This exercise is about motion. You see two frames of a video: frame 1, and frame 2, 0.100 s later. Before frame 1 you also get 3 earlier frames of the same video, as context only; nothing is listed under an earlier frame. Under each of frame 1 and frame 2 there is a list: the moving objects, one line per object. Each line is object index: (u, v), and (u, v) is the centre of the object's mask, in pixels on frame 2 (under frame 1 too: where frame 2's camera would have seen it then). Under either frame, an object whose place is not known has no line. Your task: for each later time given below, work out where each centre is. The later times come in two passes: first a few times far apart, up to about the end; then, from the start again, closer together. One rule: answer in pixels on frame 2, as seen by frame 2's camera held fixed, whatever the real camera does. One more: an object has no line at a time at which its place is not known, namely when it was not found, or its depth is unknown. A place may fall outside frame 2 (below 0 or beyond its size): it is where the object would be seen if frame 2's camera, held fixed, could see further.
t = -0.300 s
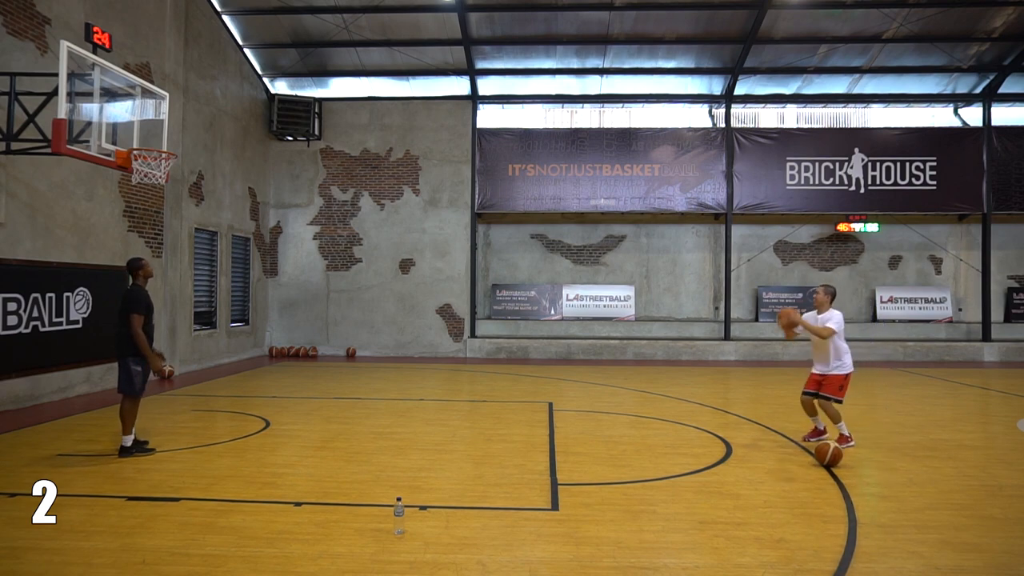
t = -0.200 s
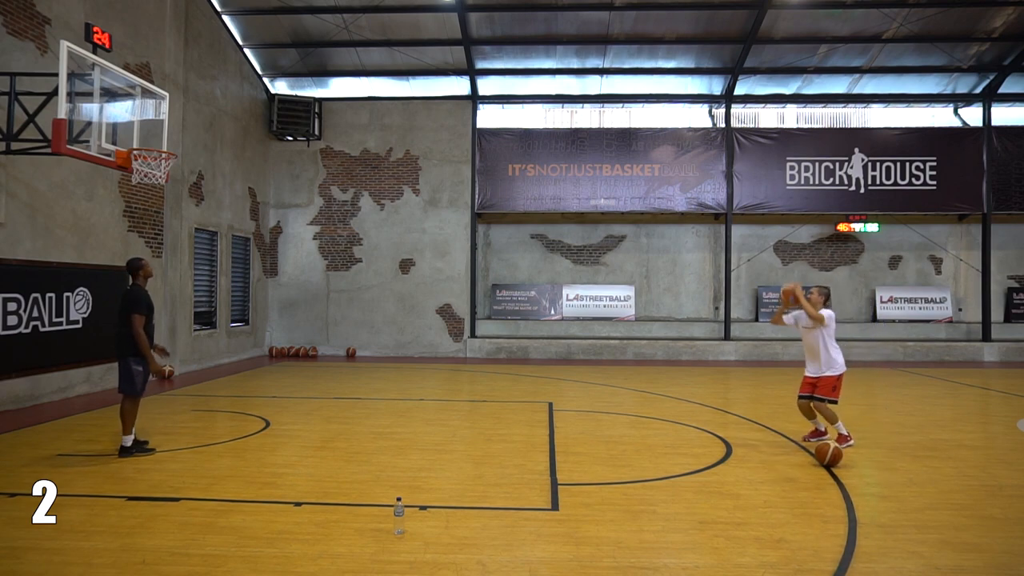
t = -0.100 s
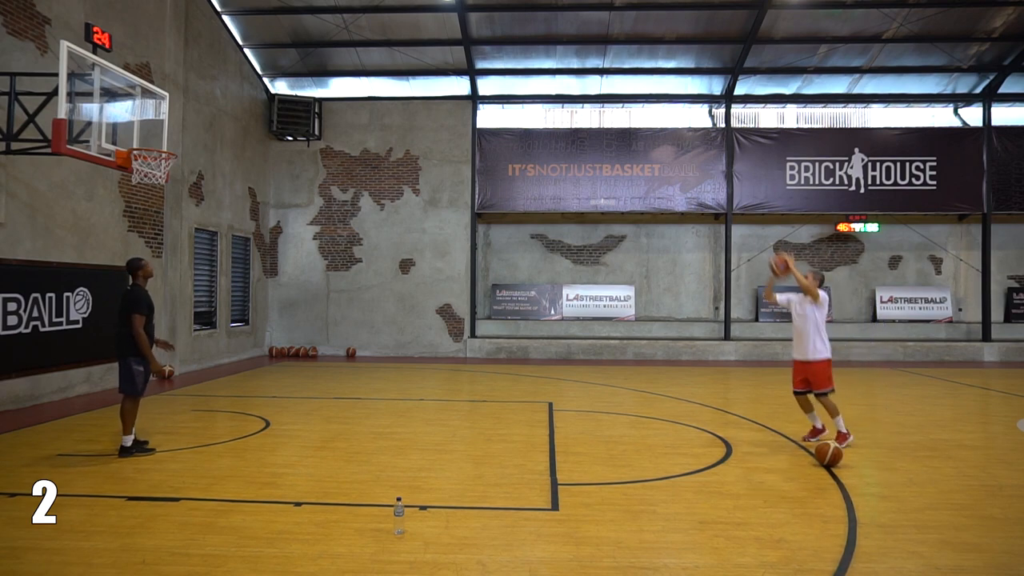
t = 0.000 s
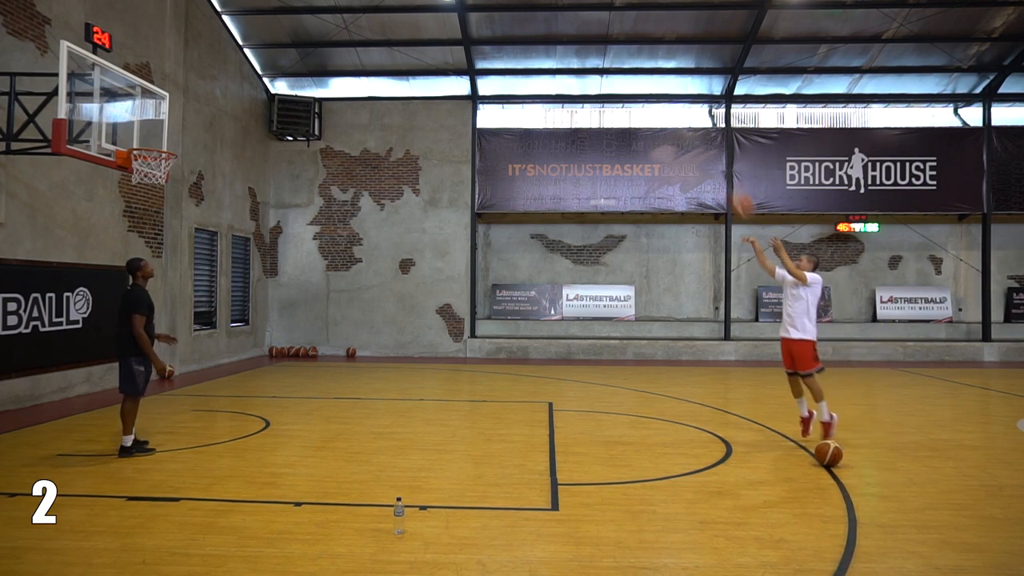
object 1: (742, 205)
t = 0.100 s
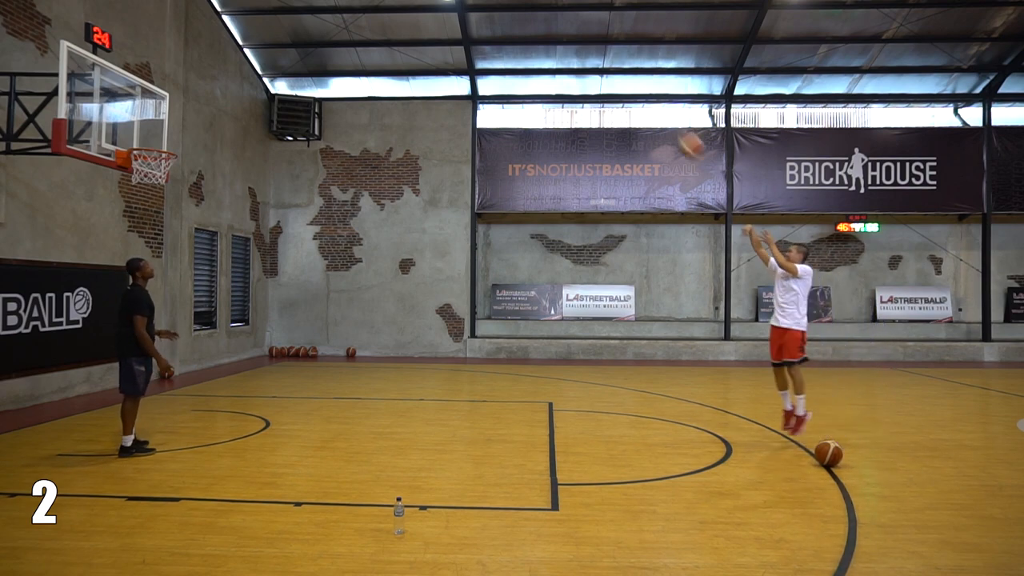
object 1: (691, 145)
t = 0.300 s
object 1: (592, 58)
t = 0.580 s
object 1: (460, 5)
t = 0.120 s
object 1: (682, 137)
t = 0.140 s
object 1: (672, 130)
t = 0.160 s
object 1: (661, 116)
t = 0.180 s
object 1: (651, 103)
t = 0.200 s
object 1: (642, 98)
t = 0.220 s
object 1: (632, 90)
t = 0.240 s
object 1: (620, 78)
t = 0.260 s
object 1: (611, 72)
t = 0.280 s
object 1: (602, 65)
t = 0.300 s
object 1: (592, 58)
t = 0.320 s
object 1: (582, 51)
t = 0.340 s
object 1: (573, 45)
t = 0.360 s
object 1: (563, 39)
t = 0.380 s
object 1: (554, 34)
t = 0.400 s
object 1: (544, 29)
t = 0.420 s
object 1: (534, 25)
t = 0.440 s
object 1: (524, 20)
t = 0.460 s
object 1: (515, 16)
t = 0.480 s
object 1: (506, 12)
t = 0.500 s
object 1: (497, 10)
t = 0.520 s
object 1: (488, 8)
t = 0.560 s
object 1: (470, 5)
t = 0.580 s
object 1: (460, 5)
